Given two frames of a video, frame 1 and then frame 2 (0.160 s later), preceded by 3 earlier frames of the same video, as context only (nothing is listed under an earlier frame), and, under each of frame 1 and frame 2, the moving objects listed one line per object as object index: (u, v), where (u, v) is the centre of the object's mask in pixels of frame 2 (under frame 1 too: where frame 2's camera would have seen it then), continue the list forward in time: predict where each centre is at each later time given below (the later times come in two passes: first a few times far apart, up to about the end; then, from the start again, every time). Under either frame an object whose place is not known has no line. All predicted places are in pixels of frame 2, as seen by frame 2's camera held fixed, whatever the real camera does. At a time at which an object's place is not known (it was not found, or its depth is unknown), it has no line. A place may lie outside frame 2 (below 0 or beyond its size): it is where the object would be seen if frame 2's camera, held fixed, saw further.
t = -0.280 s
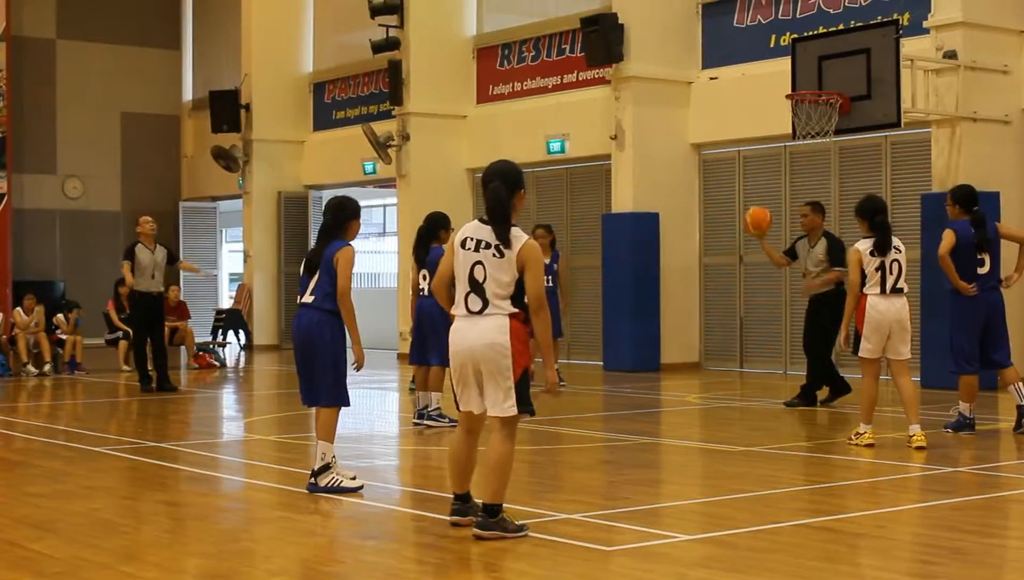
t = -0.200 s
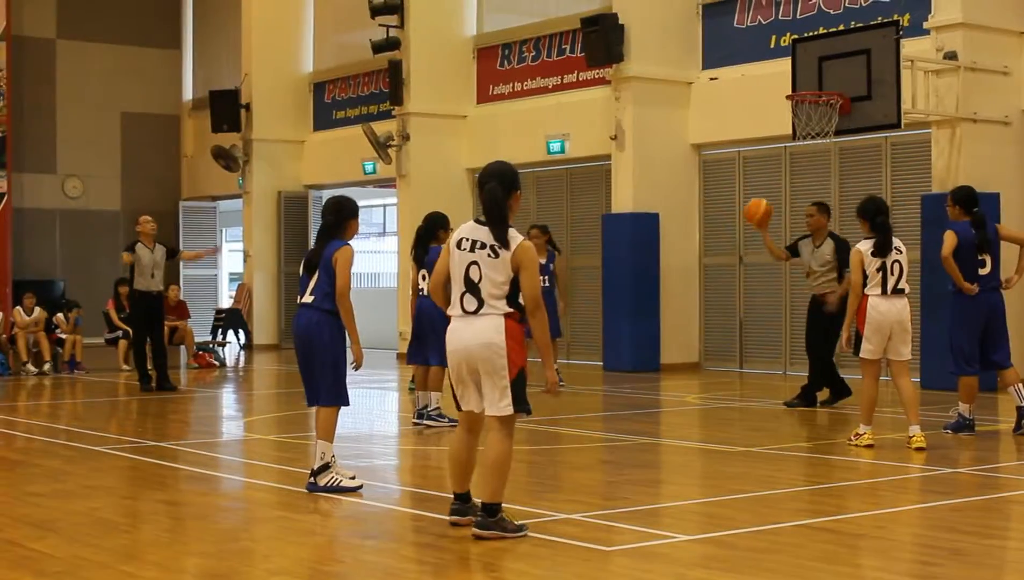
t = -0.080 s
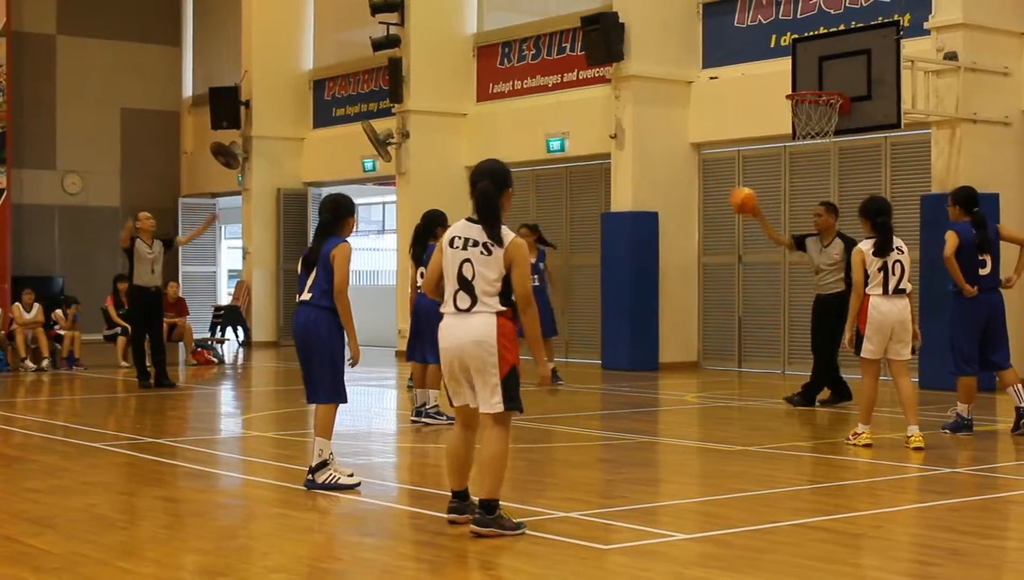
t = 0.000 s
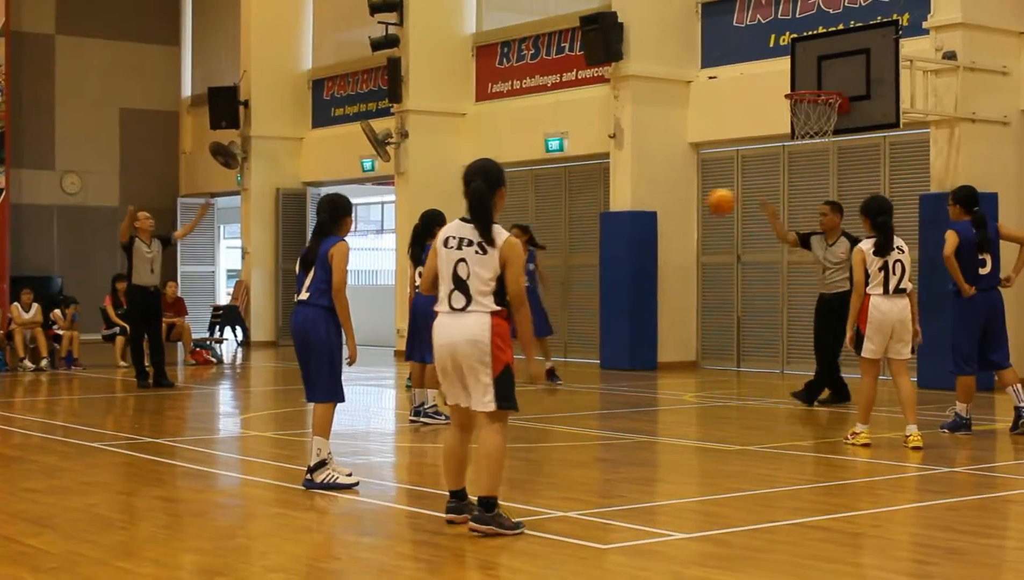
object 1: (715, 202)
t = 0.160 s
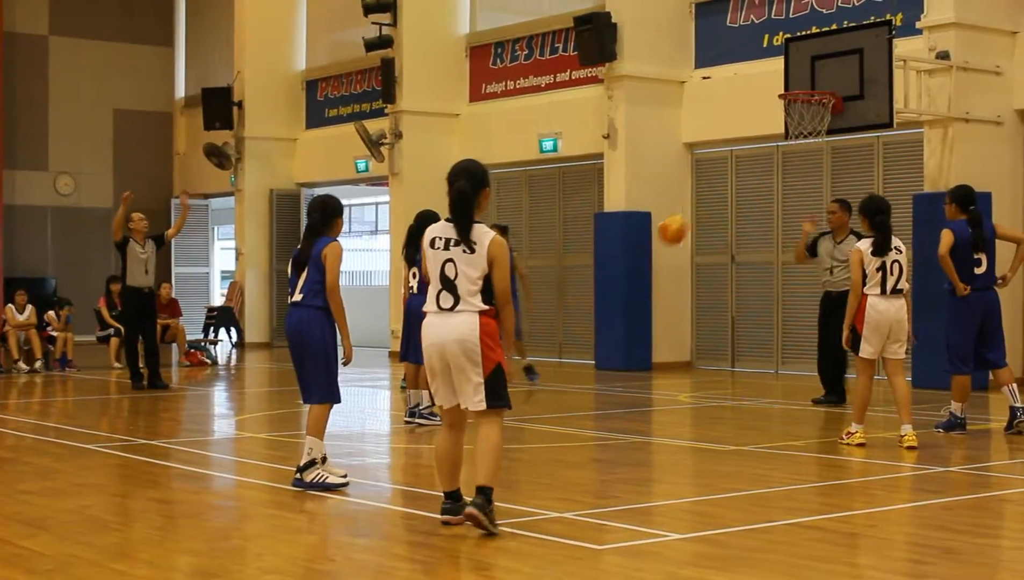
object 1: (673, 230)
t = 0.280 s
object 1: (640, 273)
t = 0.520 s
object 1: (577, 386)
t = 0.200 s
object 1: (661, 242)
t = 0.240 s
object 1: (650, 257)
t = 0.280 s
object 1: (640, 273)
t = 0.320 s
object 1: (629, 292)
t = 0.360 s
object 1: (618, 313)
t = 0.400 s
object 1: (607, 335)
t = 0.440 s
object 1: (597, 358)
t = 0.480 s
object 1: (583, 389)
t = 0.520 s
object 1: (577, 386)
